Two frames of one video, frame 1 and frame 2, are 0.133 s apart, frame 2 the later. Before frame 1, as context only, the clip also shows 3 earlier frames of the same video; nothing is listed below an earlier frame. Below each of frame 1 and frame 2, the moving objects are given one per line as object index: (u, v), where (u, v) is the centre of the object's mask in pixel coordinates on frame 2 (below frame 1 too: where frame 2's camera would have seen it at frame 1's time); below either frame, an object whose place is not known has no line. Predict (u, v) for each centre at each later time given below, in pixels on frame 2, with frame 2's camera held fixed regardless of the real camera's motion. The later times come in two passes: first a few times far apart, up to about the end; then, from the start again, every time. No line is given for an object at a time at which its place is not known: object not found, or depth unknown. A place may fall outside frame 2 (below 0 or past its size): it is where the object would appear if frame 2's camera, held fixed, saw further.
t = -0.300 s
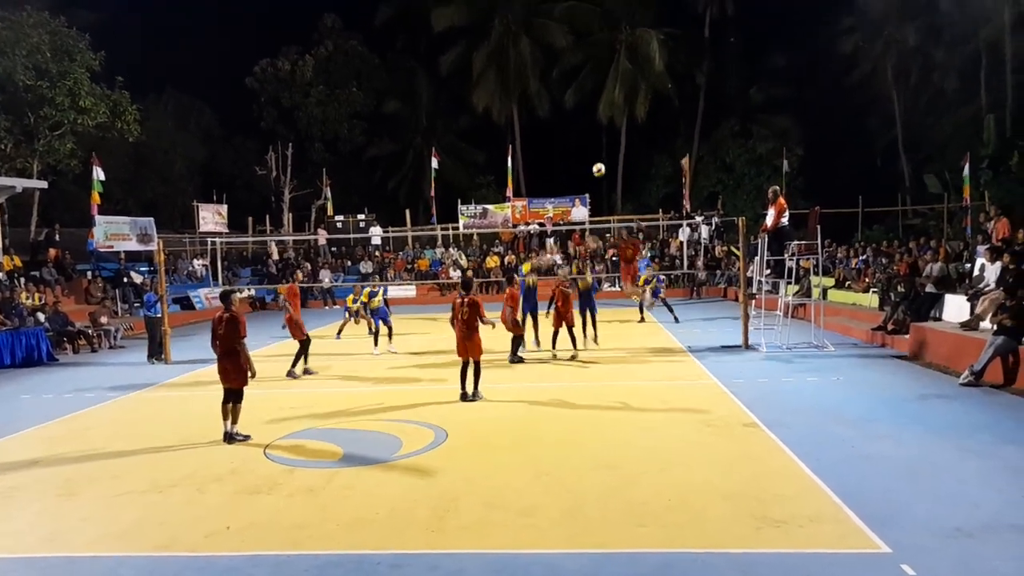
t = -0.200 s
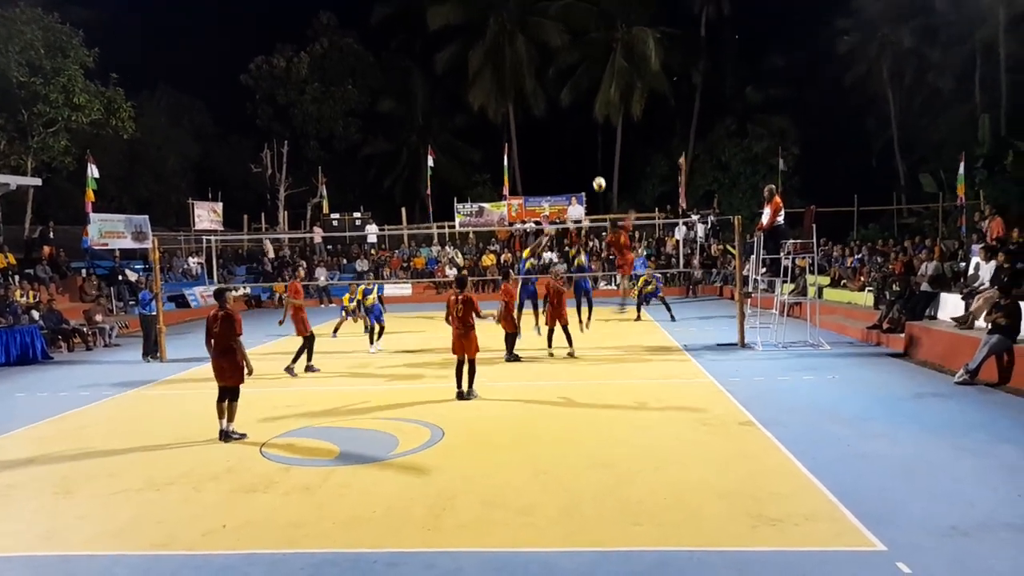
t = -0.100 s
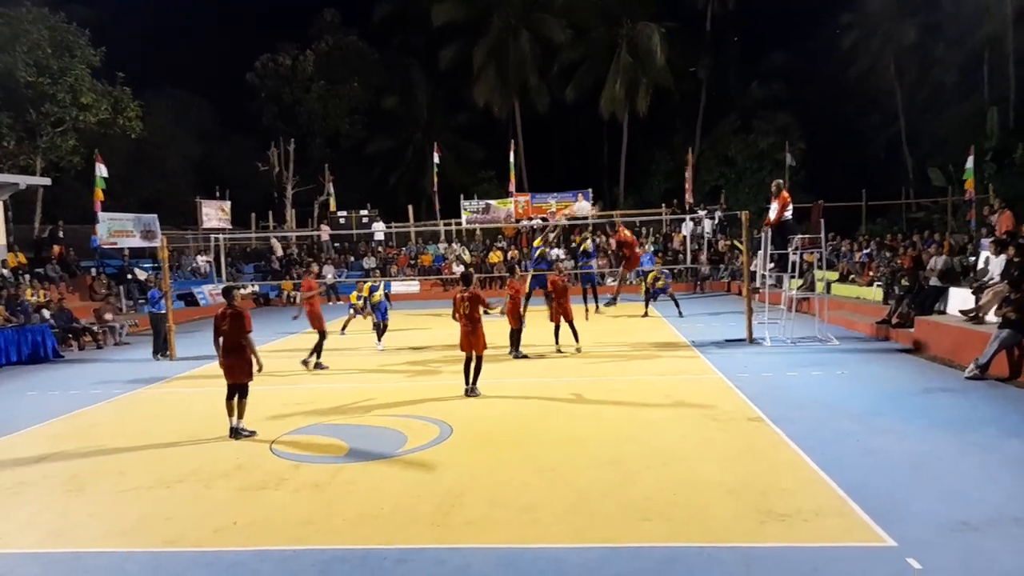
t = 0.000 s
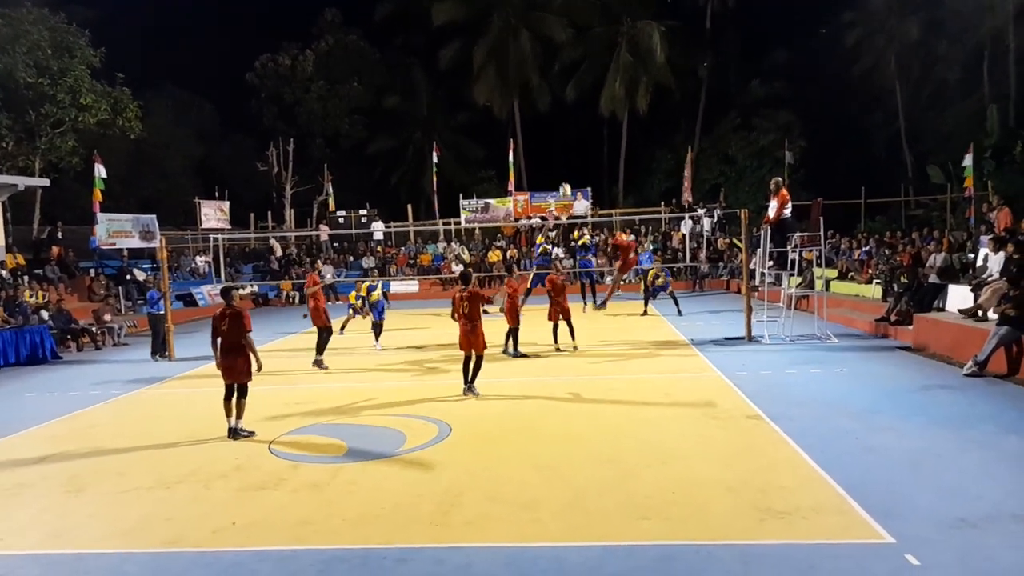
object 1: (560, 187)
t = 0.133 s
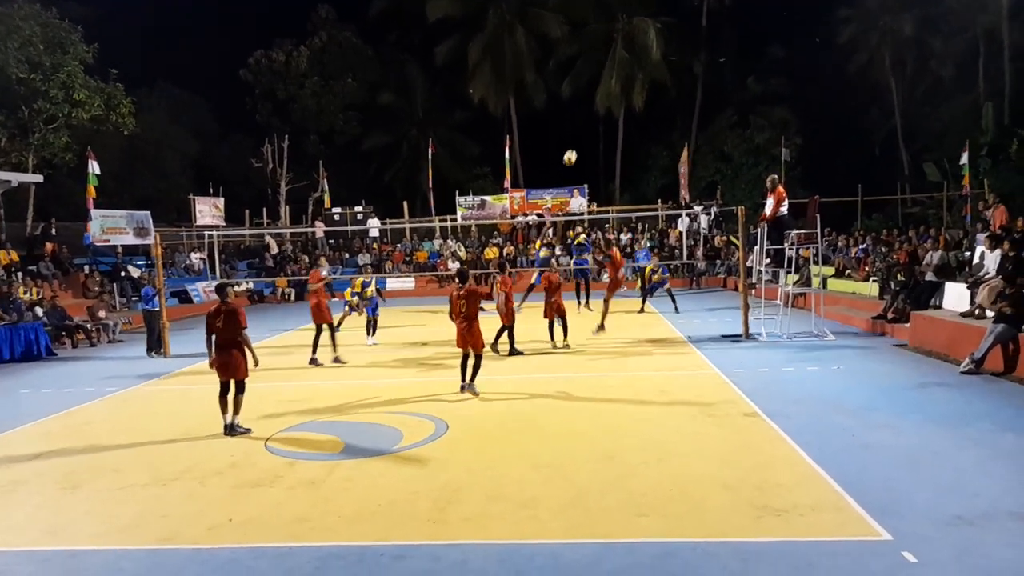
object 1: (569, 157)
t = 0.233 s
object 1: (575, 140)
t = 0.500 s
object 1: (592, 120)
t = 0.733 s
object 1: (608, 134)
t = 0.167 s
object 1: (571, 151)
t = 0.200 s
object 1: (573, 145)
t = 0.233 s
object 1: (575, 140)
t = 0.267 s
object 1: (577, 137)
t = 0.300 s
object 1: (579, 133)
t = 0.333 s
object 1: (581, 129)
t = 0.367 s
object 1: (583, 126)
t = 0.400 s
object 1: (585, 124)
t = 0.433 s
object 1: (588, 122)
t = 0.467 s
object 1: (590, 121)
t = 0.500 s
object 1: (592, 120)
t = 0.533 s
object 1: (595, 120)
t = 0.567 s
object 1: (597, 121)
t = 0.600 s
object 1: (599, 122)
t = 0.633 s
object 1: (601, 124)
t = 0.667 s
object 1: (604, 127)
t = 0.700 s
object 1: (606, 130)
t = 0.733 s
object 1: (608, 134)
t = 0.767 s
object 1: (610, 139)
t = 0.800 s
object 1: (612, 144)
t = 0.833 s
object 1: (615, 149)
